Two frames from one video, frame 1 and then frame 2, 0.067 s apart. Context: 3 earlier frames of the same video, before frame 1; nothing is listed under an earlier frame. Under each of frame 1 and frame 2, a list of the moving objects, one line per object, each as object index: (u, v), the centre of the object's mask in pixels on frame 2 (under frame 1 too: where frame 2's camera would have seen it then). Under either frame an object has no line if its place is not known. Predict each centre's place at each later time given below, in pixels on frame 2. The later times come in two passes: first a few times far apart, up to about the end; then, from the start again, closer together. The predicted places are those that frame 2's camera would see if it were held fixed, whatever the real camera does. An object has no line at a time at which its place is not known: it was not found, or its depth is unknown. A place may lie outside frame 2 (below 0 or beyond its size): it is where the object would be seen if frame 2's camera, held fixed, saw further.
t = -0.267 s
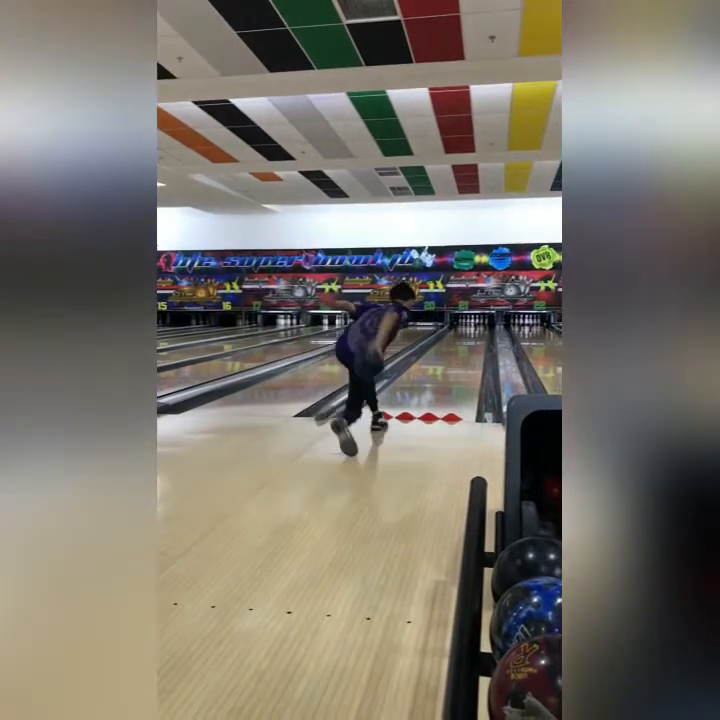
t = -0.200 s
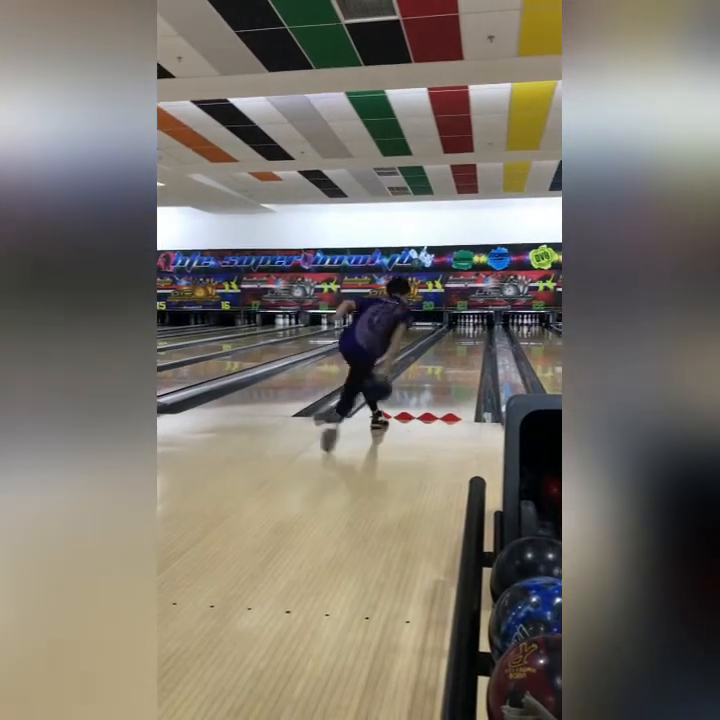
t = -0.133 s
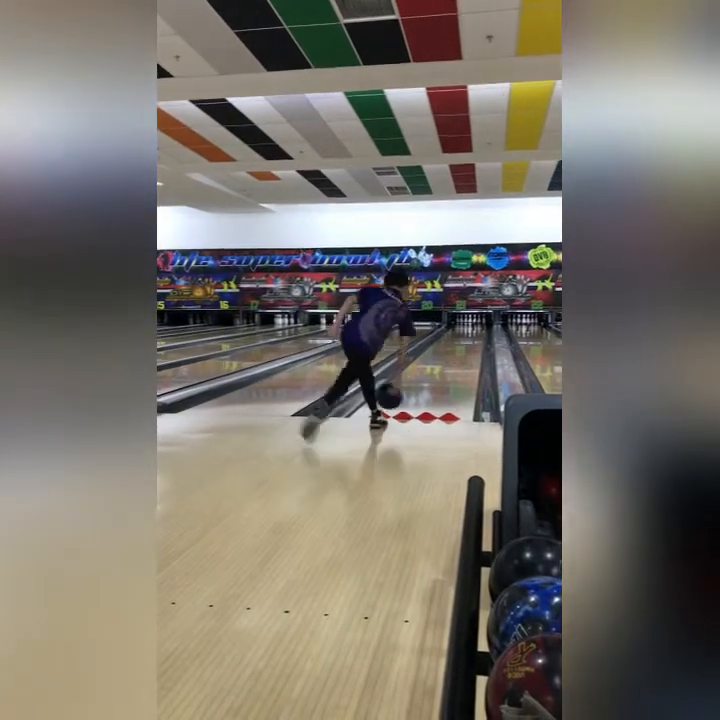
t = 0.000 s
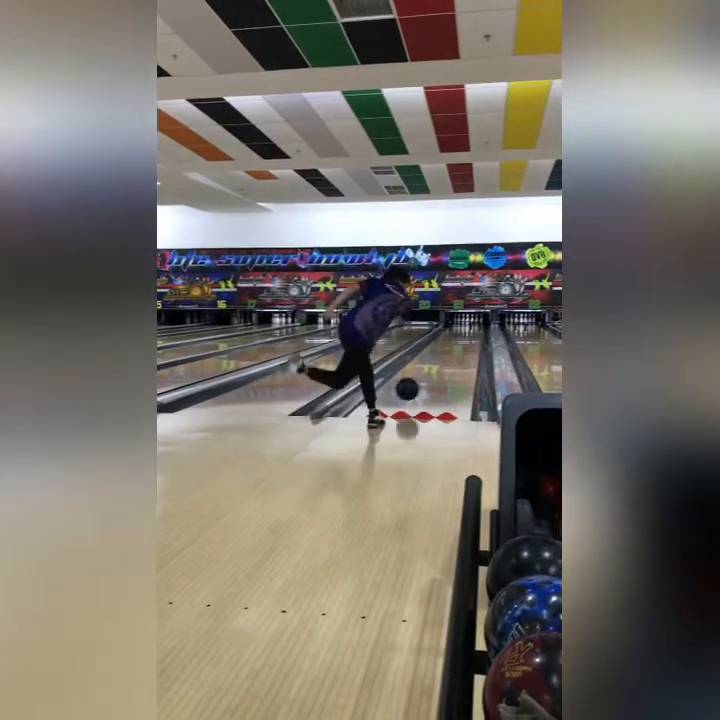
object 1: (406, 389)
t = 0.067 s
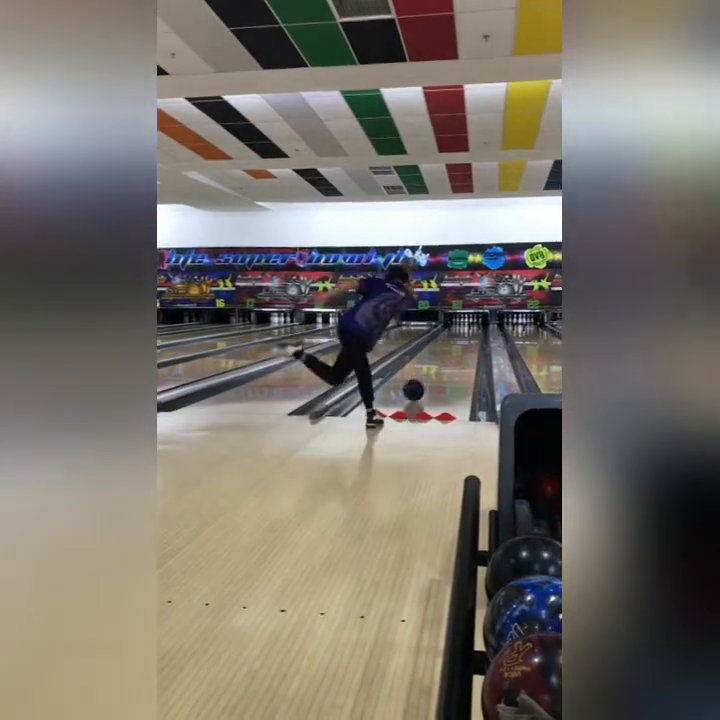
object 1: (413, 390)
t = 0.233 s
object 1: (428, 377)
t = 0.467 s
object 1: (443, 363)
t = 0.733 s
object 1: (454, 352)
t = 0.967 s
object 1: (461, 345)
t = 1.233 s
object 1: (466, 339)
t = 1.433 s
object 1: (469, 336)
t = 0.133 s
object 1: (421, 384)
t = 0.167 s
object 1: (423, 382)
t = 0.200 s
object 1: (425, 379)
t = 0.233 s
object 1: (428, 377)
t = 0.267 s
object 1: (431, 374)
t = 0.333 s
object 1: (435, 370)
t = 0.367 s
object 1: (437, 368)
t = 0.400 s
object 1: (439, 366)
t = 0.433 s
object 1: (441, 365)
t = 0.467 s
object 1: (443, 363)
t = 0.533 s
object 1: (446, 360)
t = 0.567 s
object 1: (447, 359)
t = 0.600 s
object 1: (449, 357)
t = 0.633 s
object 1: (450, 356)
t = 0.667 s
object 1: (452, 354)
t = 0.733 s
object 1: (454, 352)
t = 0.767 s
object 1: (455, 351)
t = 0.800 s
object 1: (456, 350)
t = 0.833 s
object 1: (457, 349)
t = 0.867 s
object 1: (458, 348)
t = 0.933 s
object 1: (460, 346)
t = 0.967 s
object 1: (461, 345)
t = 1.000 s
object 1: (462, 344)
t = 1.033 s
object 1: (462, 344)
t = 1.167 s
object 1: (465, 341)
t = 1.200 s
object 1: (465, 340)
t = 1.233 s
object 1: (466, 339)
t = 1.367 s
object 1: (468, 336)
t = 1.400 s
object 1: (469, 336)
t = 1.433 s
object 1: (469, 336)
